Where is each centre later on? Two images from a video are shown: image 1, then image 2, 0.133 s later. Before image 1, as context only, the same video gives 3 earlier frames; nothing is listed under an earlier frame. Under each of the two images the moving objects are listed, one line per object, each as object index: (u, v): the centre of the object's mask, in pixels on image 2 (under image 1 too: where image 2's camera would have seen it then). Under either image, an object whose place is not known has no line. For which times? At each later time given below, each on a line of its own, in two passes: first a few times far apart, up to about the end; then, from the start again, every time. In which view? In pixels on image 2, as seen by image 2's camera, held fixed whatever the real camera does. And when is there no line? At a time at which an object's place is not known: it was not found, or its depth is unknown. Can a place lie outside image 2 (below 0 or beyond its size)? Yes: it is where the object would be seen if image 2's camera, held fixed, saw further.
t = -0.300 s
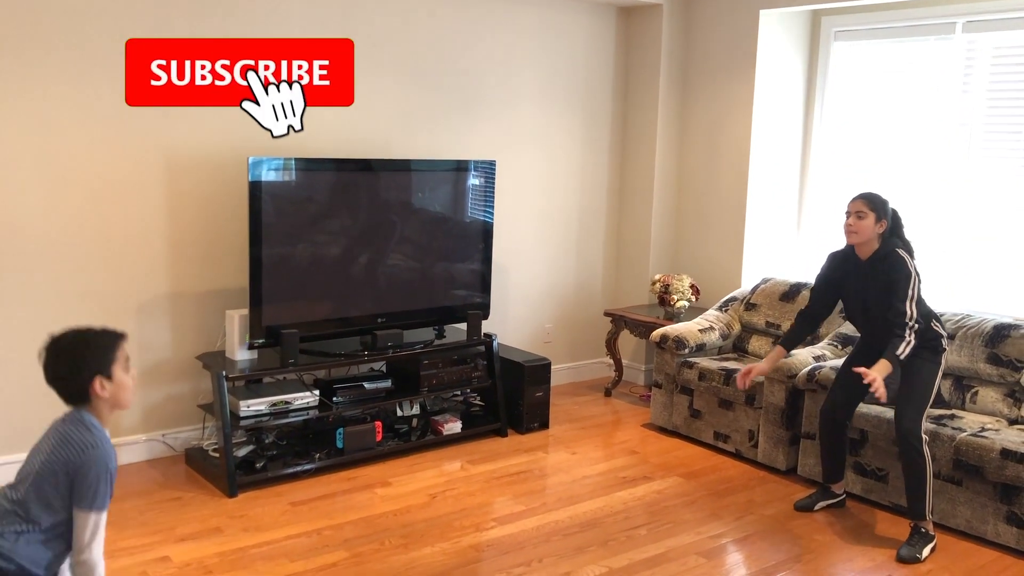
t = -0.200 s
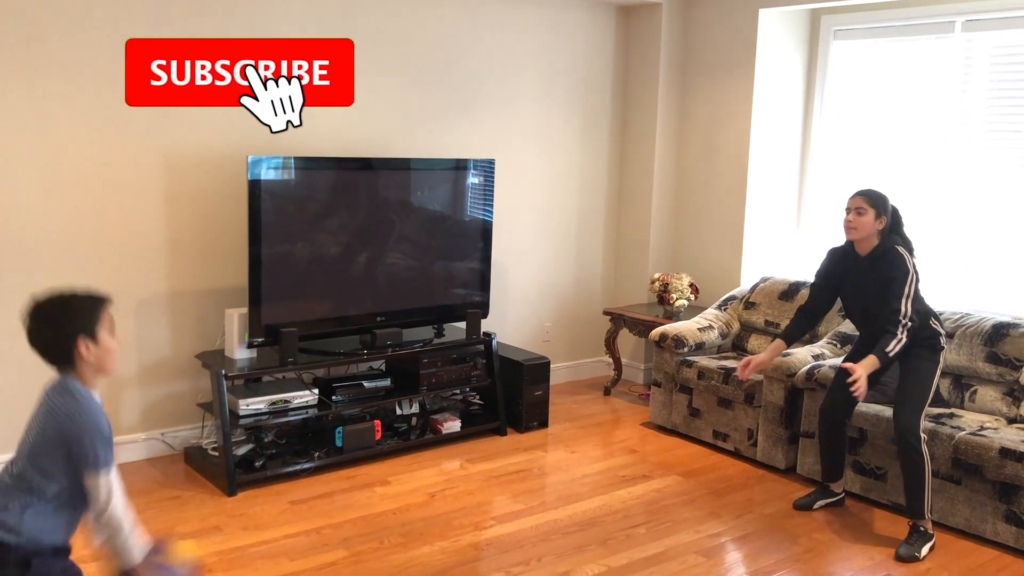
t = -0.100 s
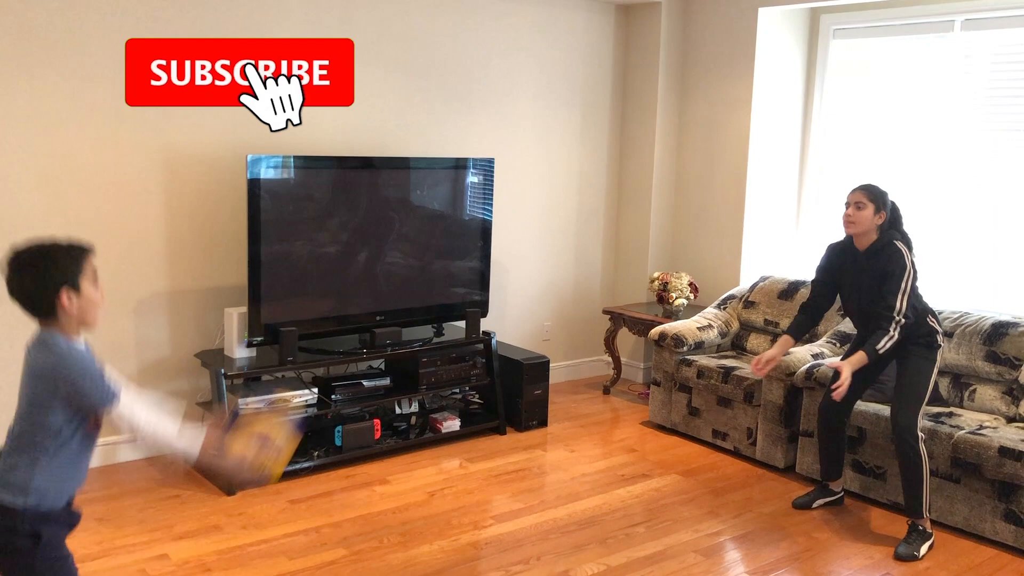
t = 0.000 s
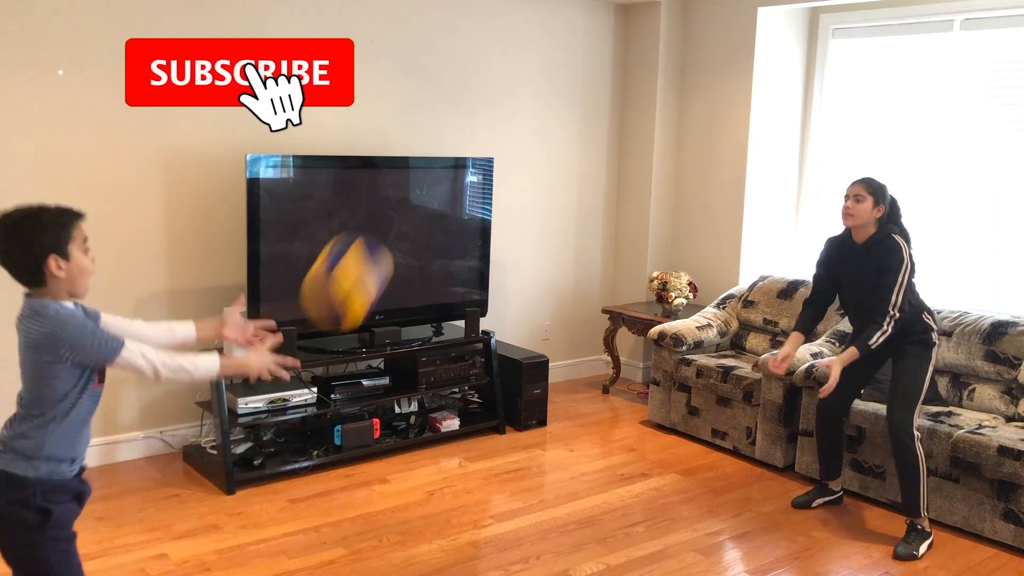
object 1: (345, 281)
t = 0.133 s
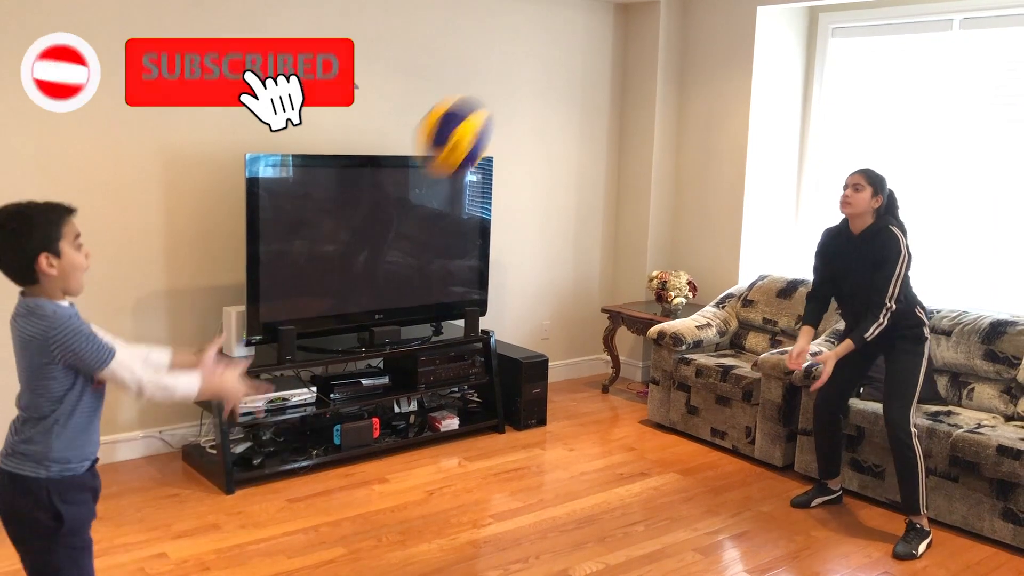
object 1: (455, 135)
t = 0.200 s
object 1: (504, 89)
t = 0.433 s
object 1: (655, 52)
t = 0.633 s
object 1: (748, 141)
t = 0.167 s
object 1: (480, 109)
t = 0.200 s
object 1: (504, 89)
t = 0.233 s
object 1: (528, 72)
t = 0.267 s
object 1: (552, 59)
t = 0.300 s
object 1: (574, 50)
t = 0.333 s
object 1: (596, 46)
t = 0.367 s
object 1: (616, 44)
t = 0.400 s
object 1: (635, 46)
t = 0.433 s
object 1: (655, 52)
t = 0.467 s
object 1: (673, 60)
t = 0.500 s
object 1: (690, 71)
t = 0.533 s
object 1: (707, 85)
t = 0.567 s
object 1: (720, 100)
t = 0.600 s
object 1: (734, 118)
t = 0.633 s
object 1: (748, 141)
